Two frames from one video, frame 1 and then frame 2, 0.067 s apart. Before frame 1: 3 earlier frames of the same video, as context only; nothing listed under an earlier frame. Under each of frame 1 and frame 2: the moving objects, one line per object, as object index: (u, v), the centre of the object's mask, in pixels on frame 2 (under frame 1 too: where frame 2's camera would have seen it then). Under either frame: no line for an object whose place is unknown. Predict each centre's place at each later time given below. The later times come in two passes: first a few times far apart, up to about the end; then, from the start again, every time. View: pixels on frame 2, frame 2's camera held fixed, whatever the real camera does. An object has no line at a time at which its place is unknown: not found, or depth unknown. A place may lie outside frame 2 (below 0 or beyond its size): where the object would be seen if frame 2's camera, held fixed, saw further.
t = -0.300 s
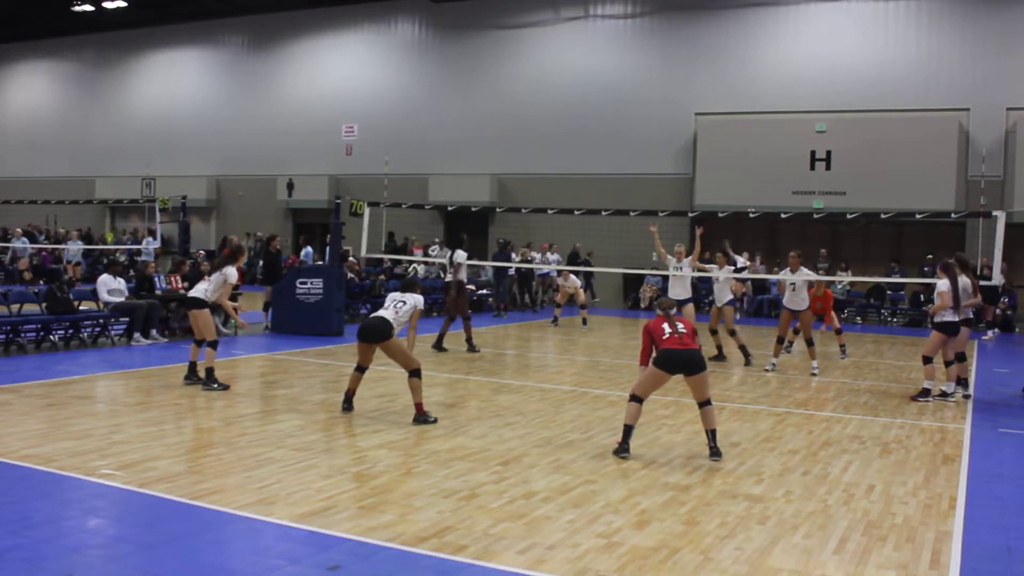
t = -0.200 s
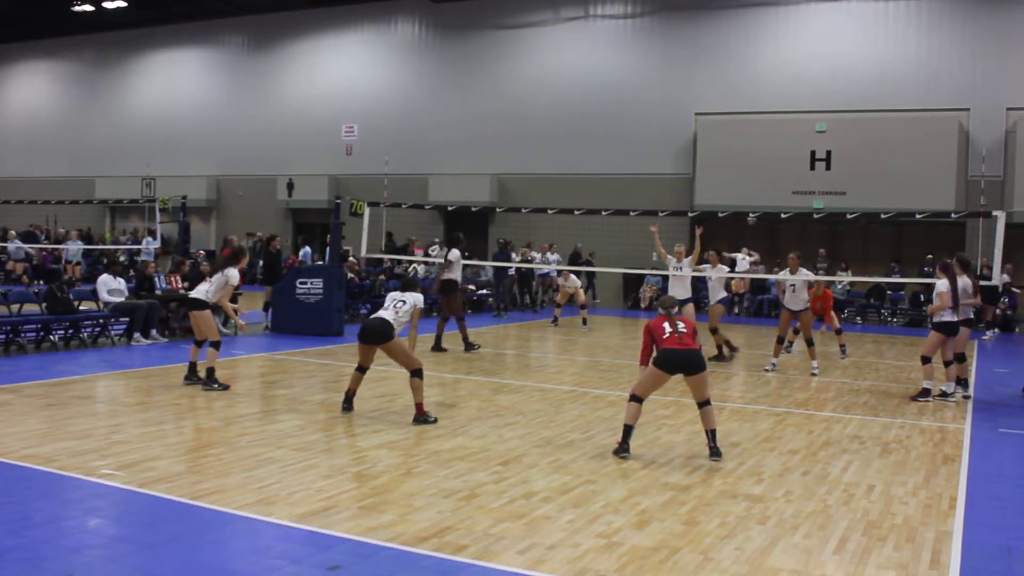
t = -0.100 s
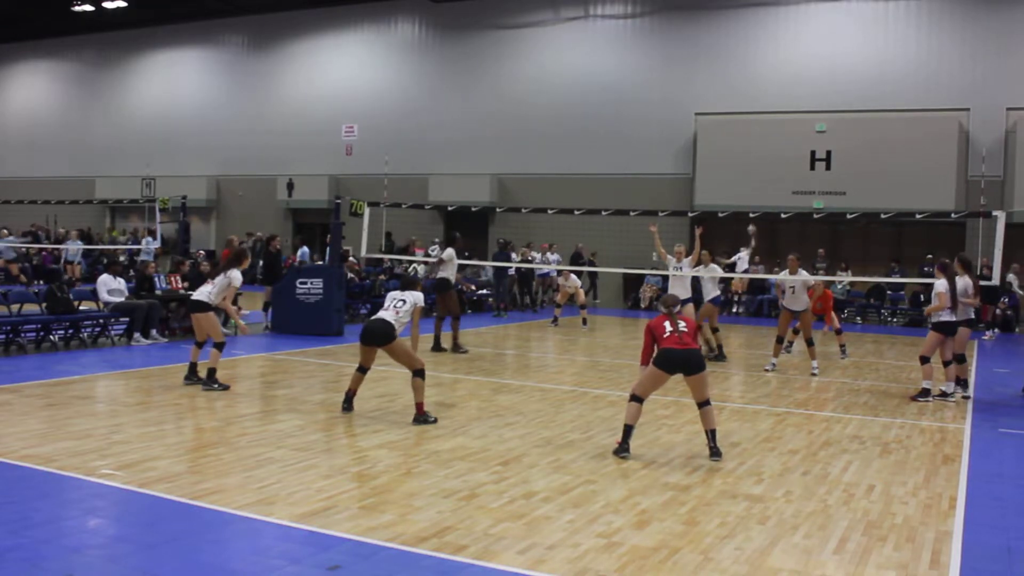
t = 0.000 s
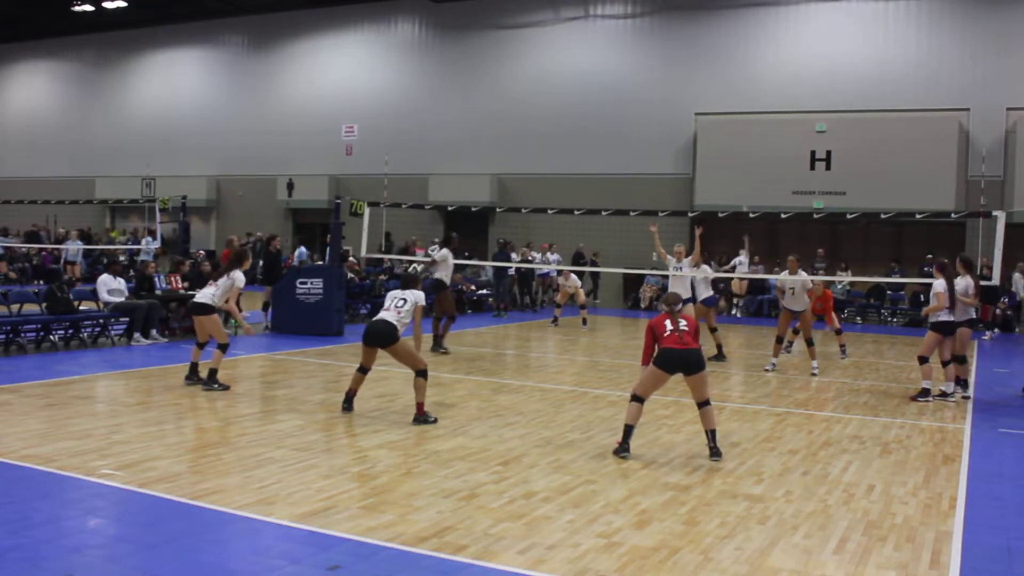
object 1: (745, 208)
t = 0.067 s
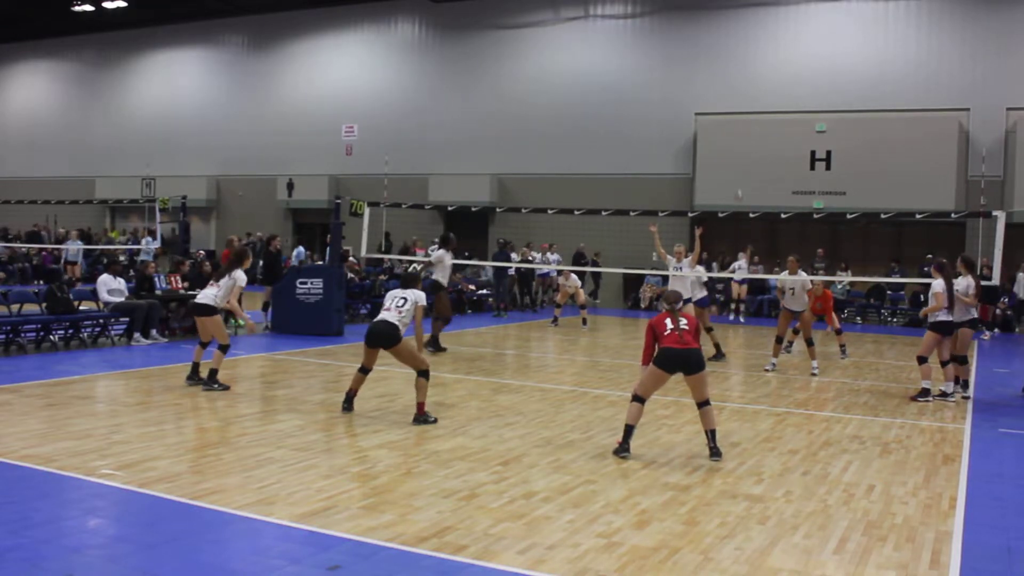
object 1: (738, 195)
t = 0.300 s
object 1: (714, 150)
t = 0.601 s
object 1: (681, 129)
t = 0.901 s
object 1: (632, 164)
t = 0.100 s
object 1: (736, 188)
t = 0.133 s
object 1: (733, 181)
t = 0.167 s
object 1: (730, 174)
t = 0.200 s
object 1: (725, 168)
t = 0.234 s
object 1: (722, 161)
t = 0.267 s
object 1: (718, 155)
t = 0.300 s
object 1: (714, 150)
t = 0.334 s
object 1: (711, 145)
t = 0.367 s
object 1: (707, 141)
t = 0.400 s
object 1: (704, 138)
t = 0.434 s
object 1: (700, 135)
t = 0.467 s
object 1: (696, 132)
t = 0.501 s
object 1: (693, 131)
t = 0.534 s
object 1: (689, 130)
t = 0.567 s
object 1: (685, 129)
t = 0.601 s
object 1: (681, 129)
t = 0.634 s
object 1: (676, 130)
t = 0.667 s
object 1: (671, 132)
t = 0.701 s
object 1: (665, 134)
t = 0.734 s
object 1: (660, 138)
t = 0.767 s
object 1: (655, 142)
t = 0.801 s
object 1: (649, 146)
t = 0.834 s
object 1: (644, 151)
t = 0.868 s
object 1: (639, 158)
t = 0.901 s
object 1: (632, 164)
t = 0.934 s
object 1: (626, 171)
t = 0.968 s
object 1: (619, 180)
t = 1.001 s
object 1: (613, 189)
